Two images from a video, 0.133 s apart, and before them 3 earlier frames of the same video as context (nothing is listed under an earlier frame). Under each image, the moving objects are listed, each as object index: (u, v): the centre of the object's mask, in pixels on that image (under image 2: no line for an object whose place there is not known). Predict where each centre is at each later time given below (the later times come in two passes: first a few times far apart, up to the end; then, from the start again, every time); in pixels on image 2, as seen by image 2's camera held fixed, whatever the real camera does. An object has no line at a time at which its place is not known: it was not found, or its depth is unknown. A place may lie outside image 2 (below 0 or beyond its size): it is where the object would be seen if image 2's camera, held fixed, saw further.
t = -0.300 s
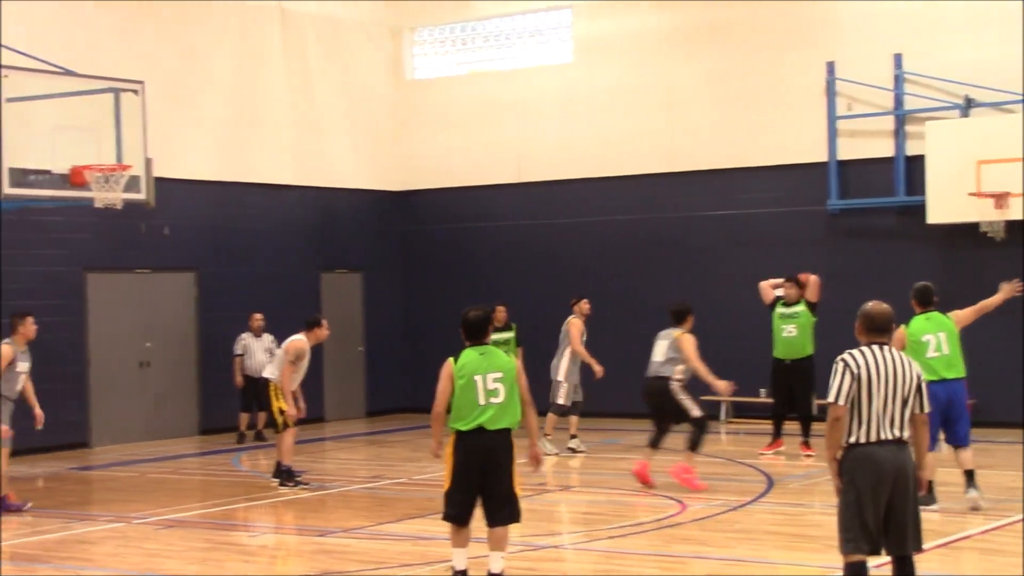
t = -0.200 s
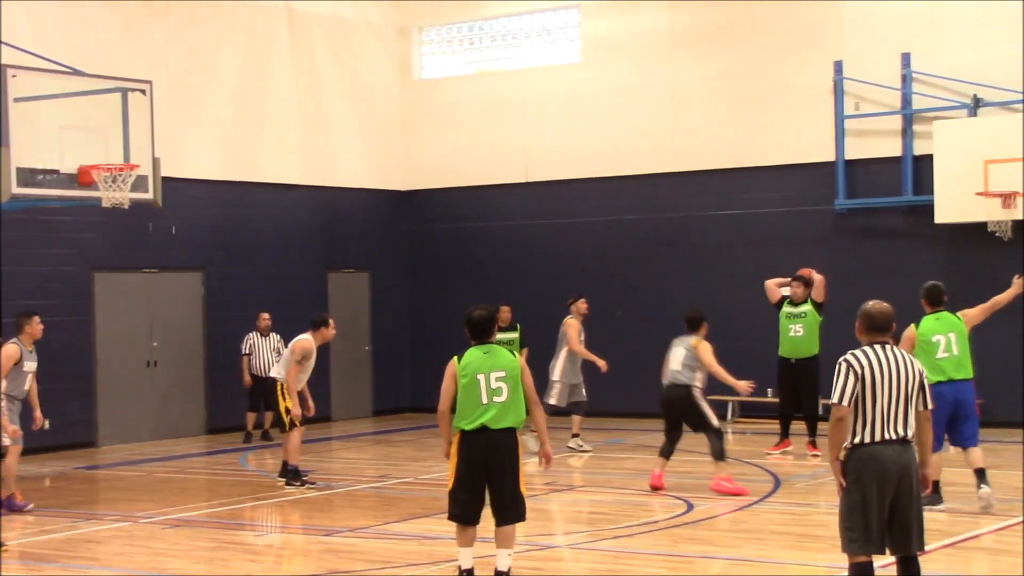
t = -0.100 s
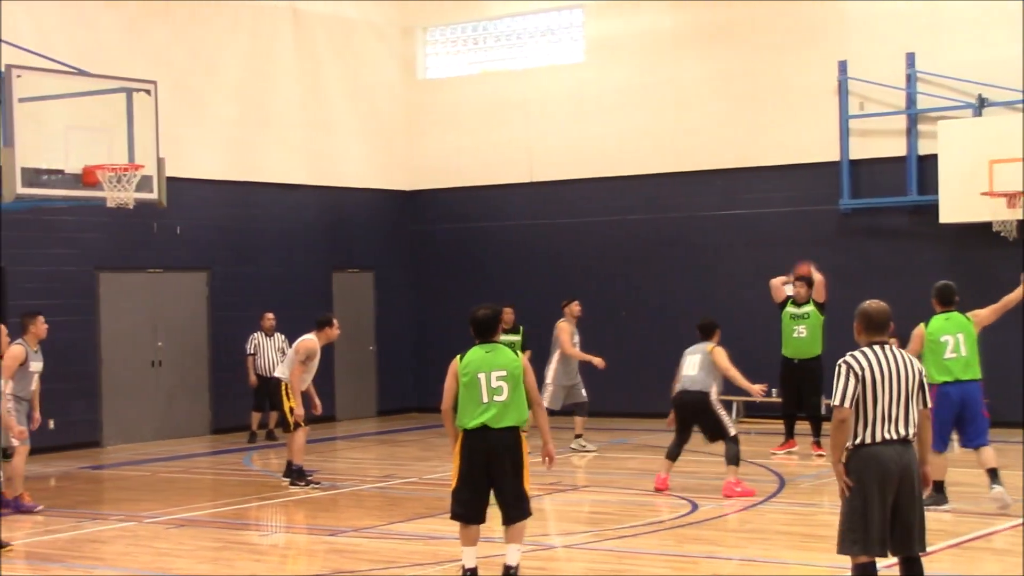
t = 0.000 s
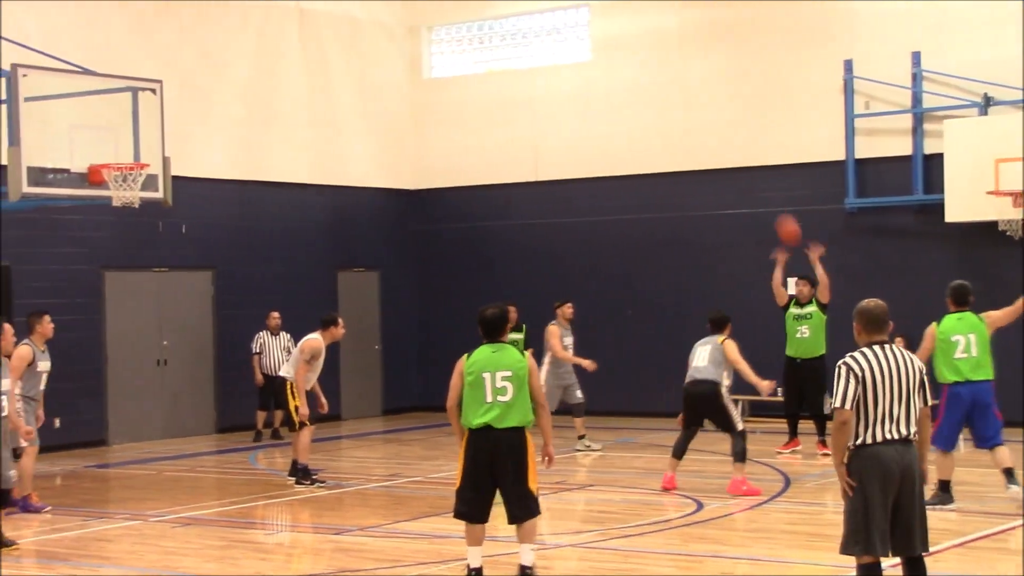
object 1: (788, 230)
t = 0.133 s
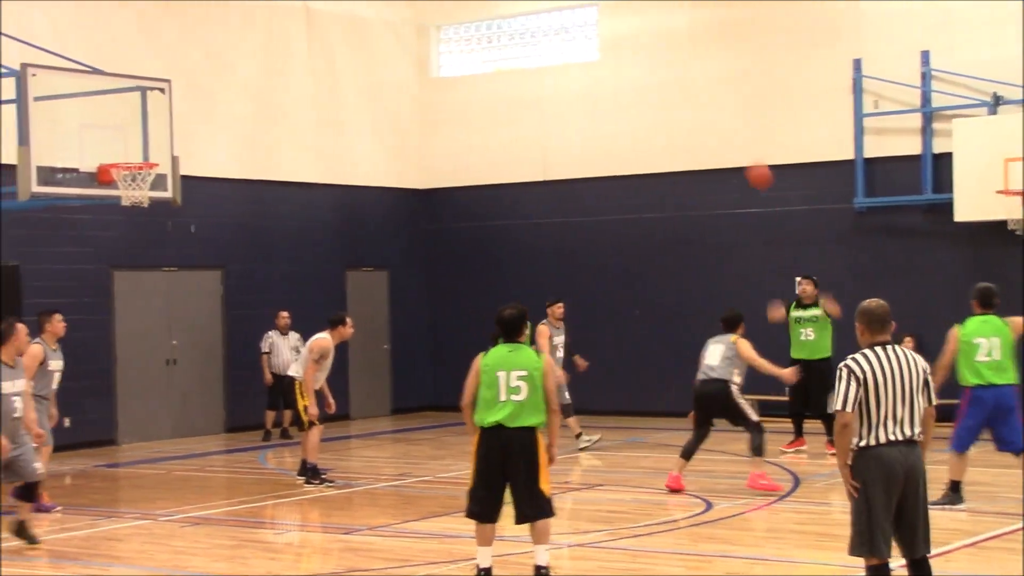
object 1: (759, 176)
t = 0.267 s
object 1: (716, 133)
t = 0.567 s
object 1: (609, 98)
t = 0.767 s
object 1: (521, 133)
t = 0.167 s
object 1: (749, 165)
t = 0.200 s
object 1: (738, 152)
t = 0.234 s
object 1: (727, 142)
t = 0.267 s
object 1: (716, 133)
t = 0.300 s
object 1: (705, 124)
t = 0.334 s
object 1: (694, 117)
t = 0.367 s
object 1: (683, 111)
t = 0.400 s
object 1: (671, 107)
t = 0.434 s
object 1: (659, 103)
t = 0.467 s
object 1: (647, 100)
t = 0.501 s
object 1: (635, 97)
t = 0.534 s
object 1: (622, 97)
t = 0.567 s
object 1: (609, 98)
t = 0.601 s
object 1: (595, 100)
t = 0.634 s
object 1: (581, 103)
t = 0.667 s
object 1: (567, 108)
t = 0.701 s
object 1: (552, 115)
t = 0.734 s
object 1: (537, 123)
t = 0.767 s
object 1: (521, 133)
